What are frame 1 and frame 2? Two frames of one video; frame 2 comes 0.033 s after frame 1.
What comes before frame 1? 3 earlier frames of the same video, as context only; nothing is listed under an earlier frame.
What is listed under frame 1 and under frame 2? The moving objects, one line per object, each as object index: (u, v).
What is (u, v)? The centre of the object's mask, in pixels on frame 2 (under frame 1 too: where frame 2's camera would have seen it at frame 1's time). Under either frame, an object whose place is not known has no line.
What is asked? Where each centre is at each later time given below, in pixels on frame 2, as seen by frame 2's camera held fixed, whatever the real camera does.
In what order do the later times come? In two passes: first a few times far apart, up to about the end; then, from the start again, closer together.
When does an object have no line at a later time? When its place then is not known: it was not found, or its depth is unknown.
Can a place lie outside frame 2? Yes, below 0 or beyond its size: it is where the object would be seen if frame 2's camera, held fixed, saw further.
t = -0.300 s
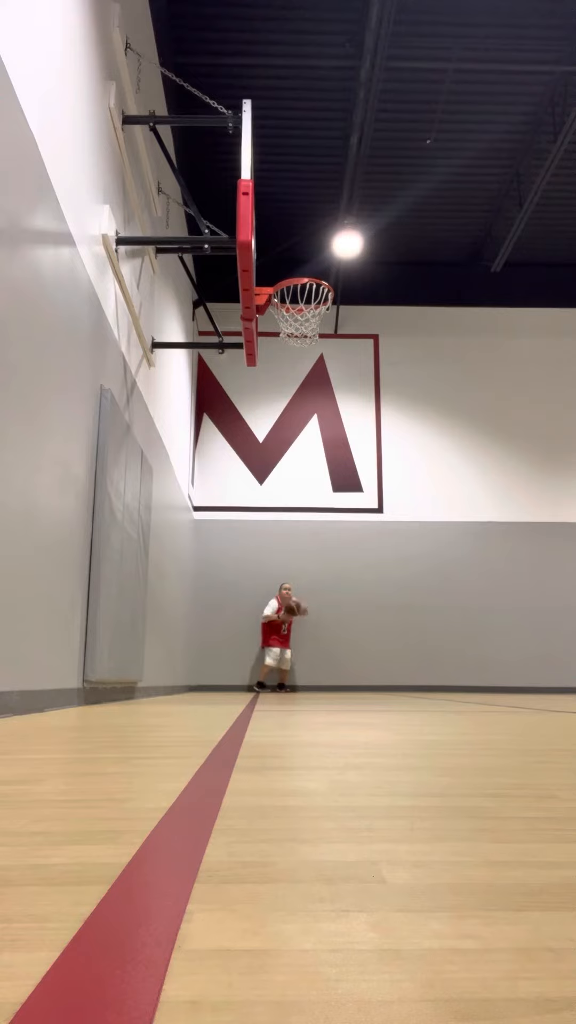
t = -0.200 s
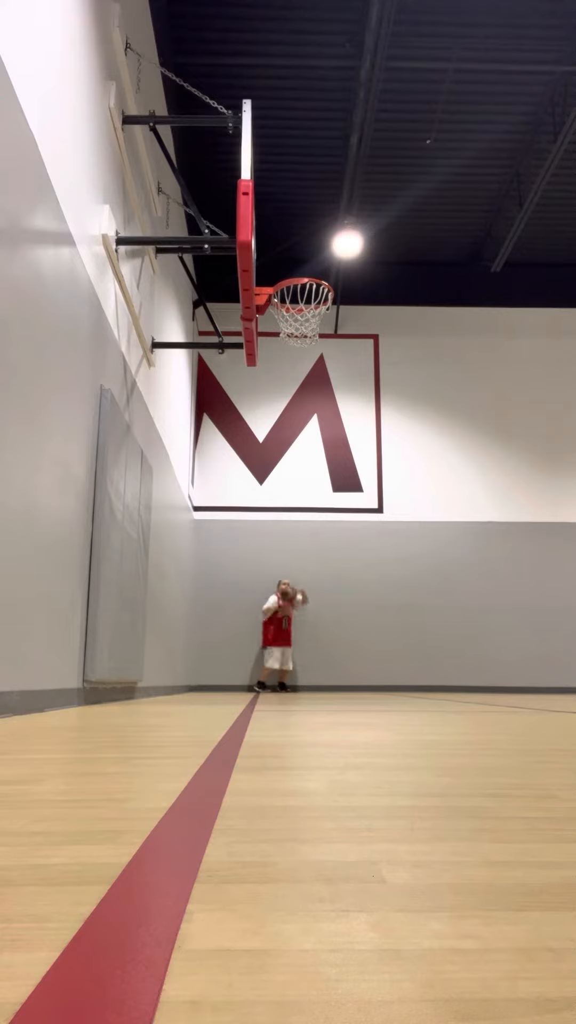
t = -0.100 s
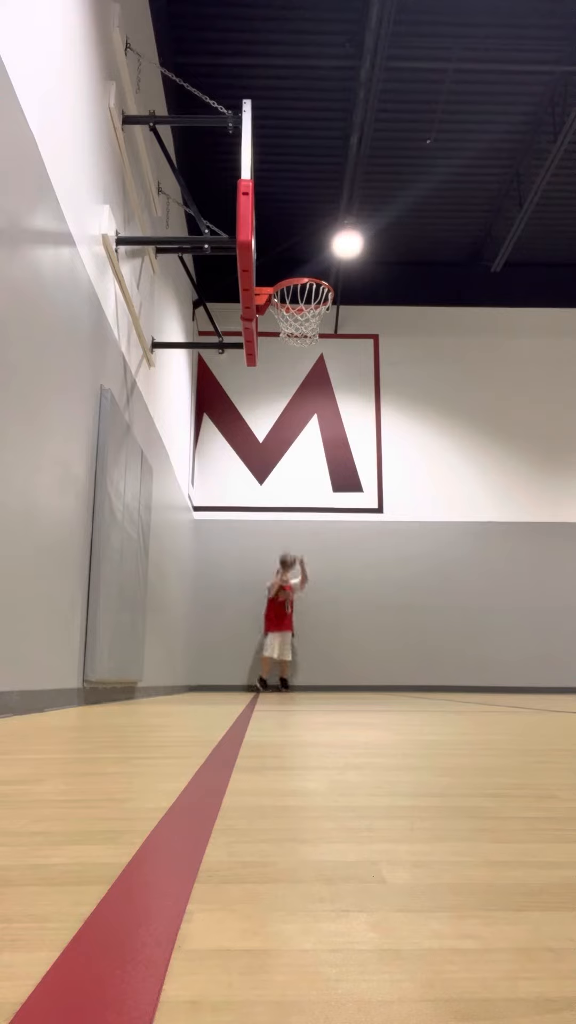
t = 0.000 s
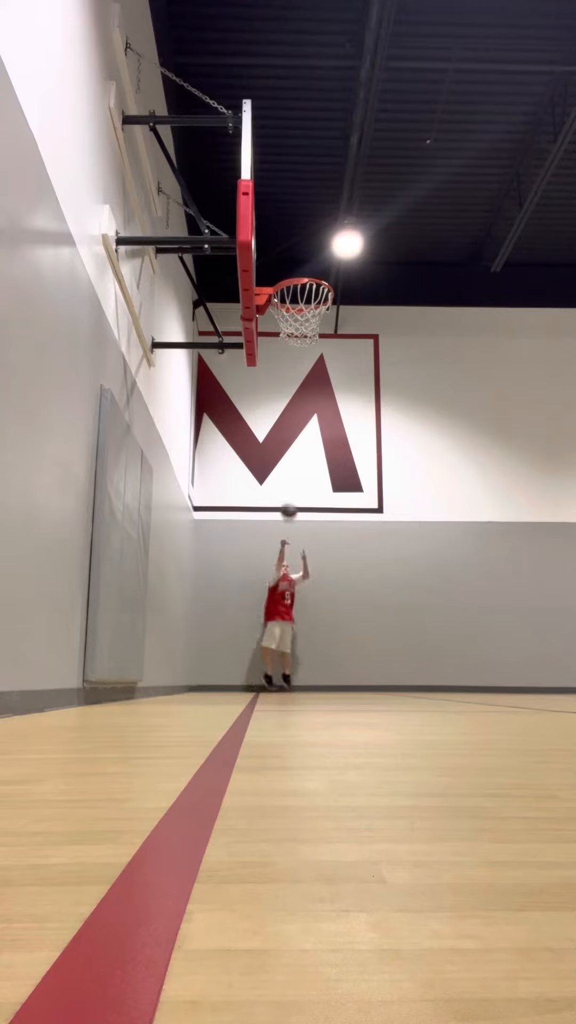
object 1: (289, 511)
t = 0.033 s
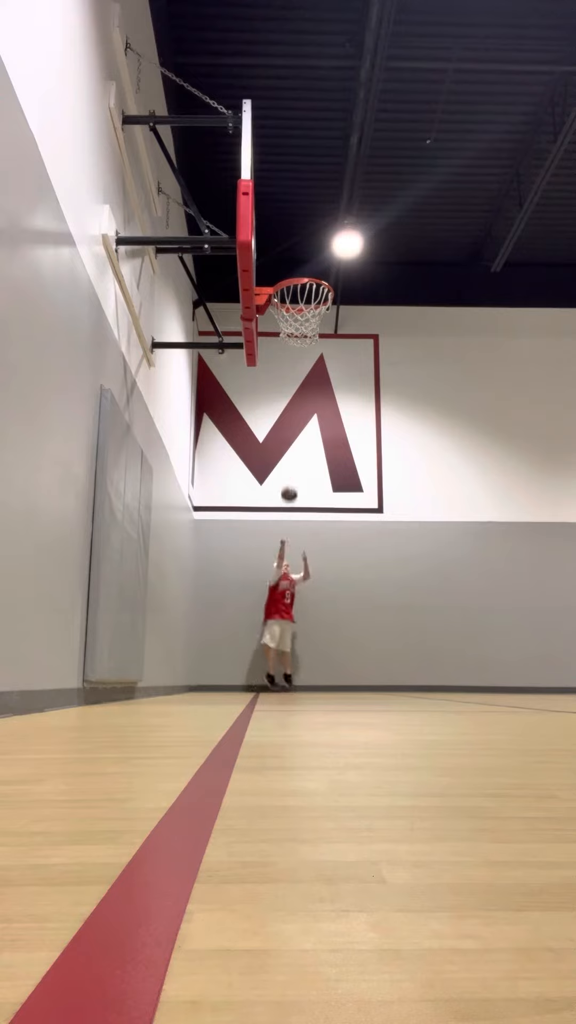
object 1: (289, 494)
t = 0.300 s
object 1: (291, 379)
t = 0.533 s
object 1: (297, 302)
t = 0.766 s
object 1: (298, 278)
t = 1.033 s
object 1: (300, 295)
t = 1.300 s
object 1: (303, 320)
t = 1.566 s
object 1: (307, 408)
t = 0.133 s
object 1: (291, 446)
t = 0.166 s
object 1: (292, 432)
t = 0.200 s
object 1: (291, 417)
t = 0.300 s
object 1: (291, 379)
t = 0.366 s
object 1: (292, 356)
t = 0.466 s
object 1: (298, 324)
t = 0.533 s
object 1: (297, 302)
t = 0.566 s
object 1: (296, 299)
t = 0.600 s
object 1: (297, 295)
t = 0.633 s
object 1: (299, 294)
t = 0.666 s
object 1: (297, 294)
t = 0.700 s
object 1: (297, 287)
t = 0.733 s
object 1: (298, 278)
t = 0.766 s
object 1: (298, 278)
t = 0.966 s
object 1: (300, 285)
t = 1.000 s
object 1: (298, 291)
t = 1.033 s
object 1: (300, 295)
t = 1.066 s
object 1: (300, 297)
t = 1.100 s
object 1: (301, 310)
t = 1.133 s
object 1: (301, 311)
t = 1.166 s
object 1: (301, 308)
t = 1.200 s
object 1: (302, 310)
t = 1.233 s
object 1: (303, 313)
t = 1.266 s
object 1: (303, 315)
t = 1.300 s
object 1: (303, 320)
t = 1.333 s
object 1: (303, 326)
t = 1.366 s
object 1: (304, 334)
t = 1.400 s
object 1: (304, 342)
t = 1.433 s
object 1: (304, 352)
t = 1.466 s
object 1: (303, 363)
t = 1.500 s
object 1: (304, 376)
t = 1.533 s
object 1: (305, 391)
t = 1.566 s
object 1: (307, 408)
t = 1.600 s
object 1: (307, 425)
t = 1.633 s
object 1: (307, 446)
